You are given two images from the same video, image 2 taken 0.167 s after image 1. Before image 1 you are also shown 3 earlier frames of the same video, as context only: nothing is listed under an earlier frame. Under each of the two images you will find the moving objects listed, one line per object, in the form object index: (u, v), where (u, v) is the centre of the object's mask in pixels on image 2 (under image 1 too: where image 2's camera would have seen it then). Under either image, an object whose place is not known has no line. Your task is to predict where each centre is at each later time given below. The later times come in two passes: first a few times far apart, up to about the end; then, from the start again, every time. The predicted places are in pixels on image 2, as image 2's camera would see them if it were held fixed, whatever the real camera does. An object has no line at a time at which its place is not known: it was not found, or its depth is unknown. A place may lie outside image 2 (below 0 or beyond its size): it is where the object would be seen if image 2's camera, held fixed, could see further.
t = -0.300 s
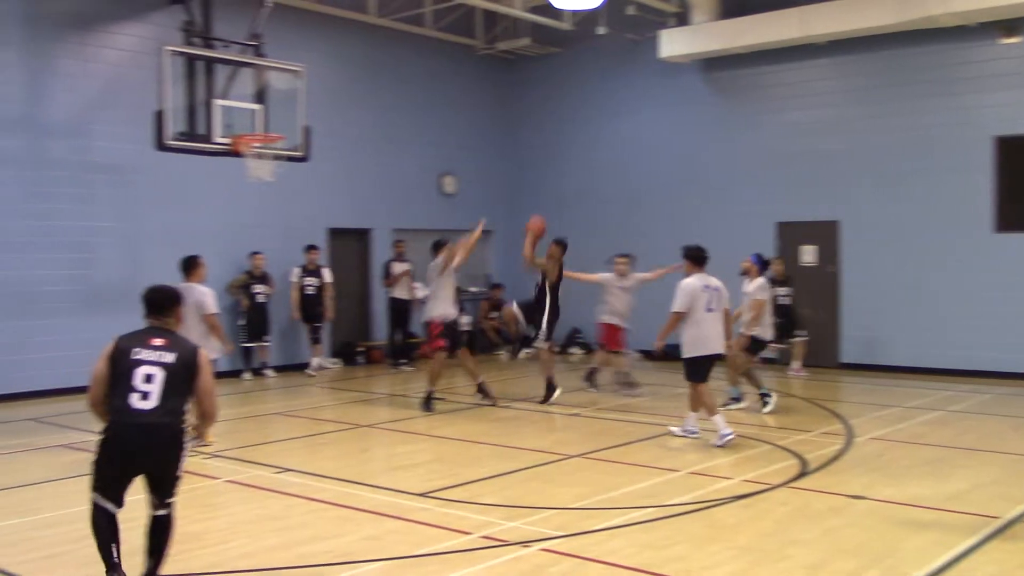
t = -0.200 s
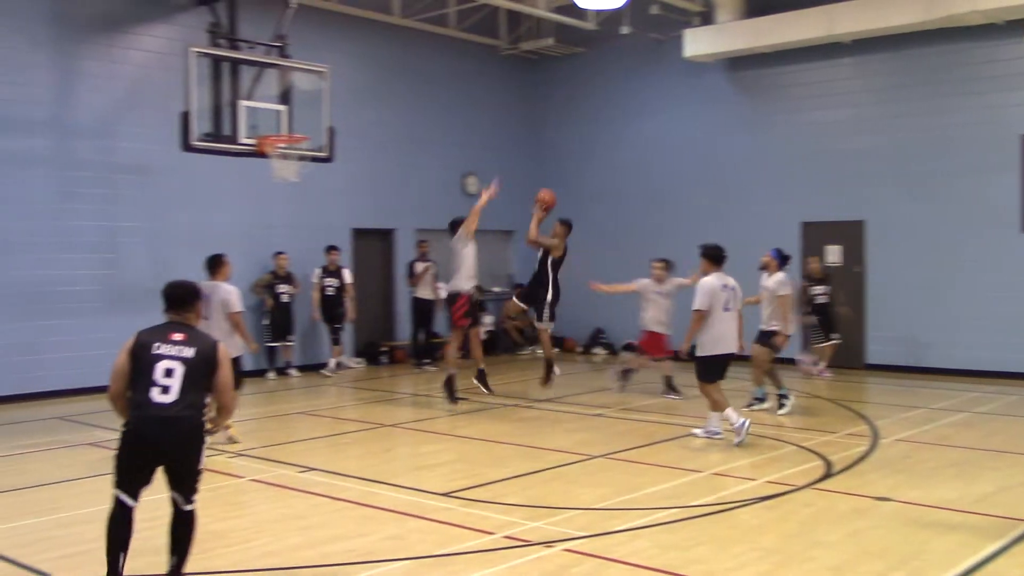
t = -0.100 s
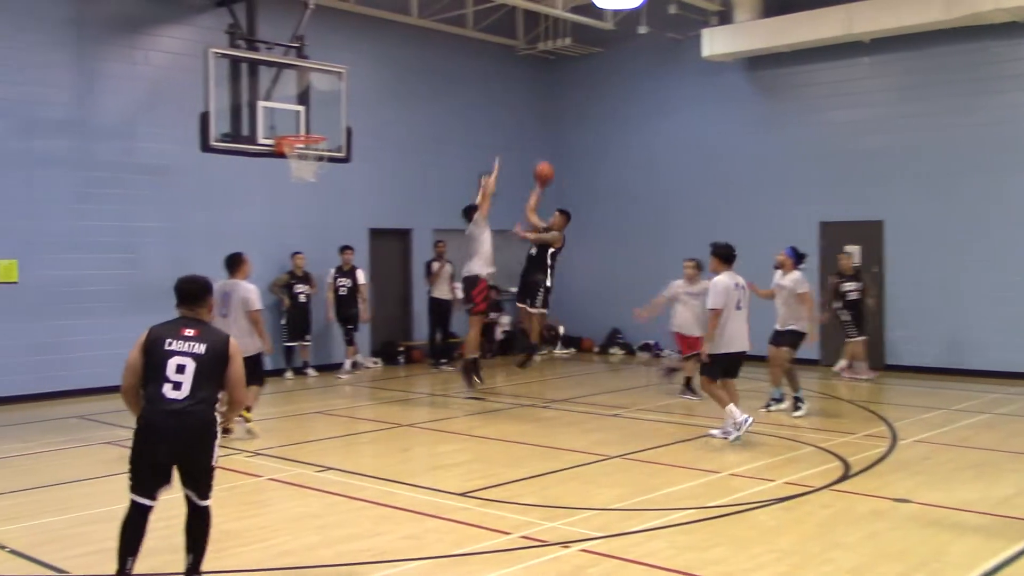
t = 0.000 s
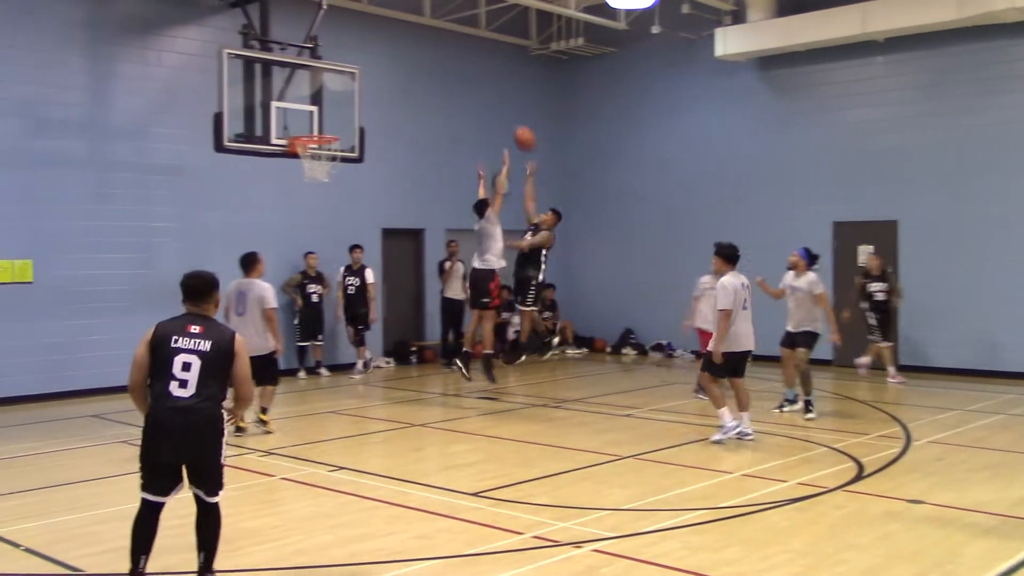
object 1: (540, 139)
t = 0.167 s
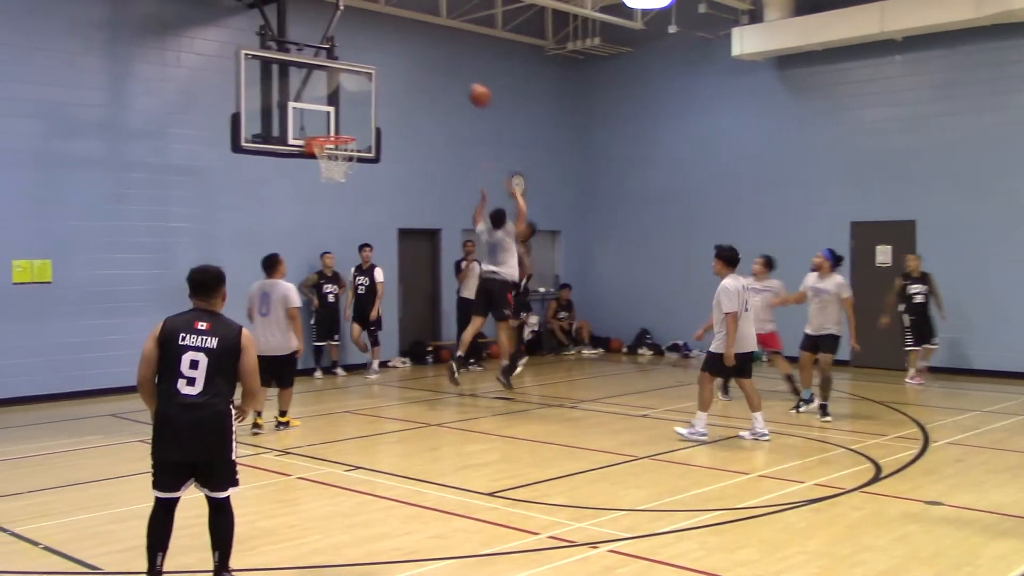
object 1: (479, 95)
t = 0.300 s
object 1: (431, 78)
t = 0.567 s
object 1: (346, 86)
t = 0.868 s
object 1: (353, 127)
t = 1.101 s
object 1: (372, 161)
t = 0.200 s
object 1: (467, 90)
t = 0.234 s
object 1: (454, 85)
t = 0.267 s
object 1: (443, 80)
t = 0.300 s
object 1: (431, 78)
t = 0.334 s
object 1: (419, 76)
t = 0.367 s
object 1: (406, 75)
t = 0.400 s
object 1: (394, 75)
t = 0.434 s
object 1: (384, 76)
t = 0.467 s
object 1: (370, 78)
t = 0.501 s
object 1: (356, 81)
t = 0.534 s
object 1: (346, 84)
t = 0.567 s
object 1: (346, 86)
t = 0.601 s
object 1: (346, 90)
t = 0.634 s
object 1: (346, 94)
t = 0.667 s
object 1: (347, 99)
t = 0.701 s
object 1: (348, 105)
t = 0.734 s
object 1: (347, 113)
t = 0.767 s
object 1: (348, 121)
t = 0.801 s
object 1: (349, 126)
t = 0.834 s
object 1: (350, 126)
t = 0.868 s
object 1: (353, 127)
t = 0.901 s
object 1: (355, 128)
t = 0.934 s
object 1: (358, 130)
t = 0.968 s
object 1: (360, 134)
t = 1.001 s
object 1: (363, 140)
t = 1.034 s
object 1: (367, 146)
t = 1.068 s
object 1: (369, 153)
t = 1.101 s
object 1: (372, 161)
